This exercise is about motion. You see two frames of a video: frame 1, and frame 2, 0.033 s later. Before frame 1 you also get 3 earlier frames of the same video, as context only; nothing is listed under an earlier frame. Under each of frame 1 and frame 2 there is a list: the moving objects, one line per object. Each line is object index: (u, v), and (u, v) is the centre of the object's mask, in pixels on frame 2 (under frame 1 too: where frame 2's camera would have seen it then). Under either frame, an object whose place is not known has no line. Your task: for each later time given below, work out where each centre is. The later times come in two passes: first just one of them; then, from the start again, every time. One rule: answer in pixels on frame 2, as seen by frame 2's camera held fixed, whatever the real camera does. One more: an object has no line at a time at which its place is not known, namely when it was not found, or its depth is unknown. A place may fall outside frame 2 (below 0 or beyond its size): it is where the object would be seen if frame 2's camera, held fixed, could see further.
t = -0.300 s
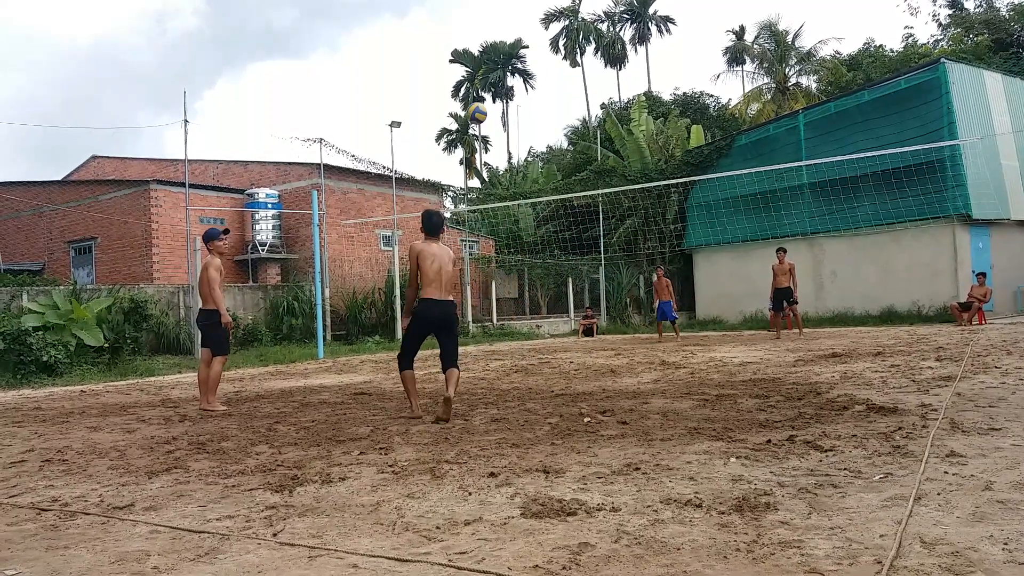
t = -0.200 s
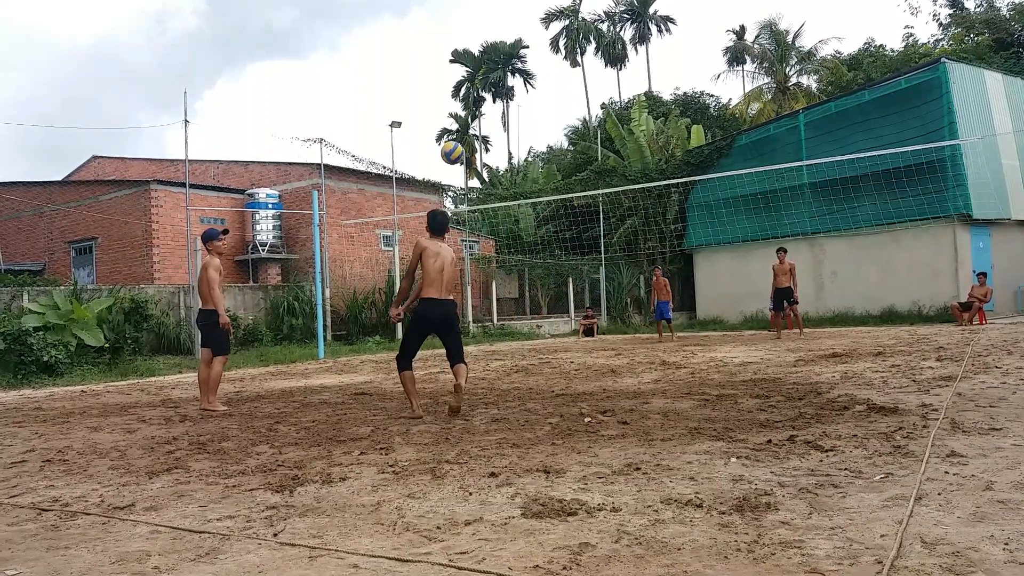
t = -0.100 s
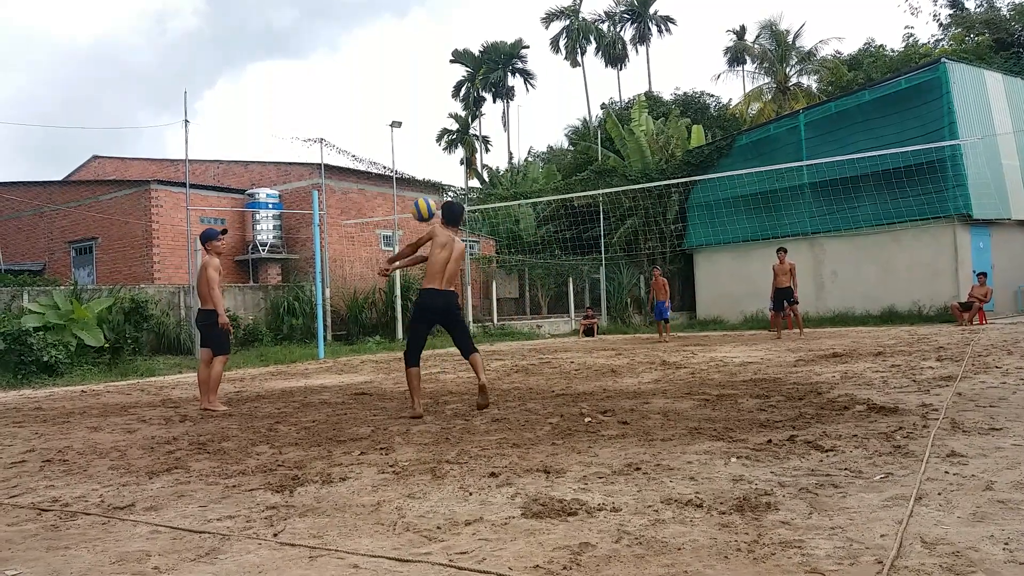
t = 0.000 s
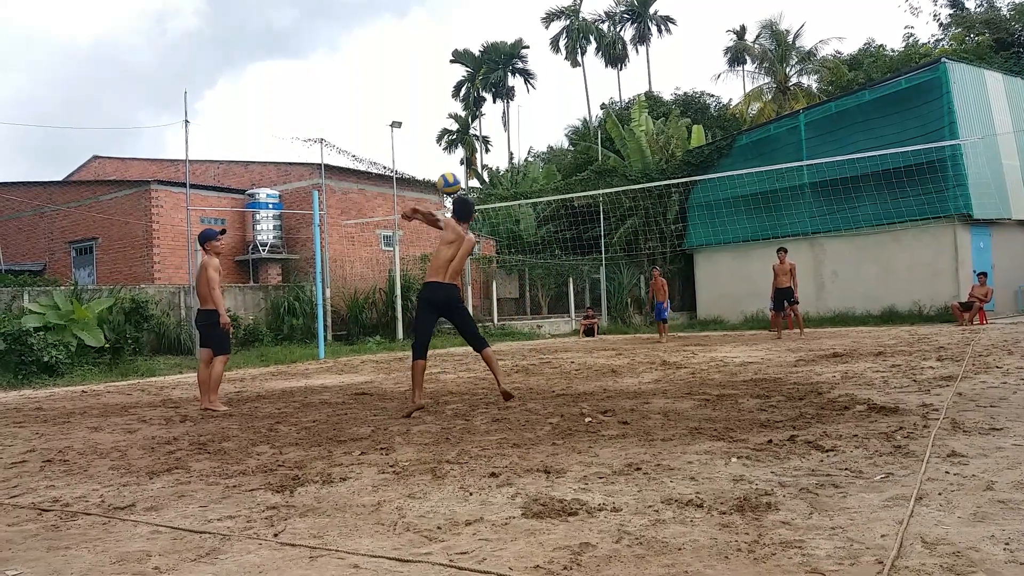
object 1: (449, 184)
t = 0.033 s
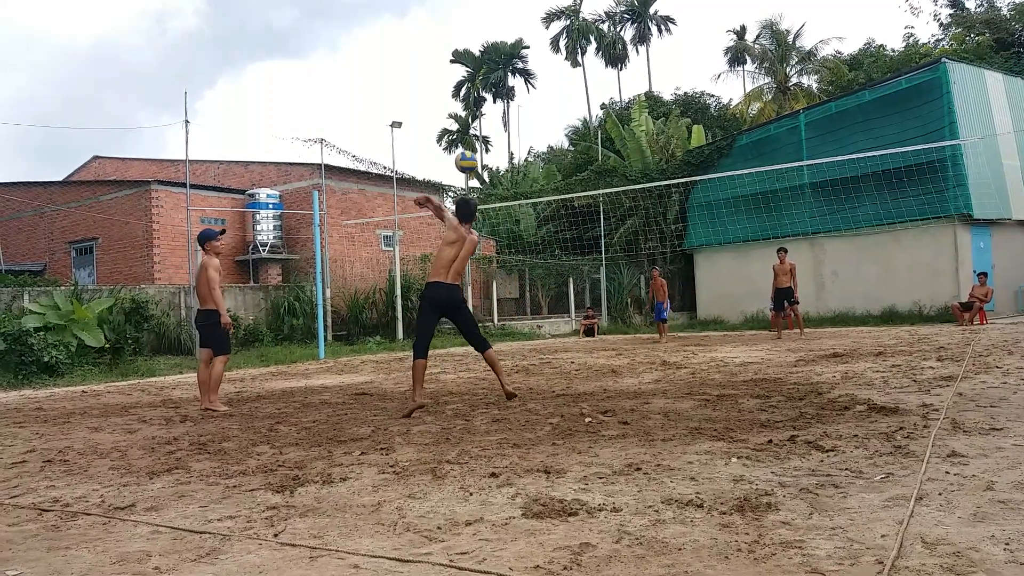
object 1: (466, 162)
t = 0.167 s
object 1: (524, 99)
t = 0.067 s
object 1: (481, 144)
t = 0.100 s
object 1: (497, 127)
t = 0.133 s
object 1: (511, 112)
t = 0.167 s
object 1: (524, 99)
